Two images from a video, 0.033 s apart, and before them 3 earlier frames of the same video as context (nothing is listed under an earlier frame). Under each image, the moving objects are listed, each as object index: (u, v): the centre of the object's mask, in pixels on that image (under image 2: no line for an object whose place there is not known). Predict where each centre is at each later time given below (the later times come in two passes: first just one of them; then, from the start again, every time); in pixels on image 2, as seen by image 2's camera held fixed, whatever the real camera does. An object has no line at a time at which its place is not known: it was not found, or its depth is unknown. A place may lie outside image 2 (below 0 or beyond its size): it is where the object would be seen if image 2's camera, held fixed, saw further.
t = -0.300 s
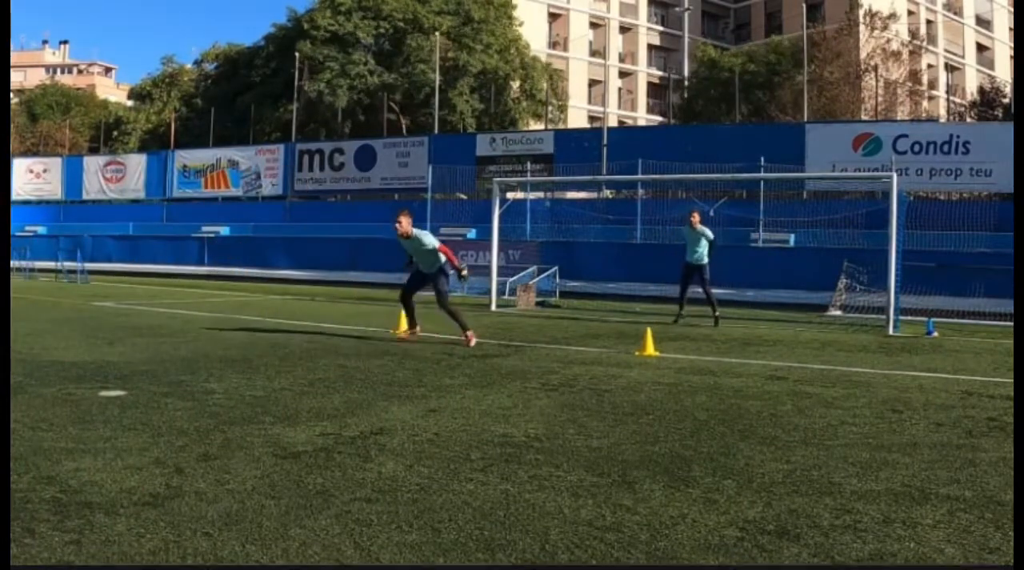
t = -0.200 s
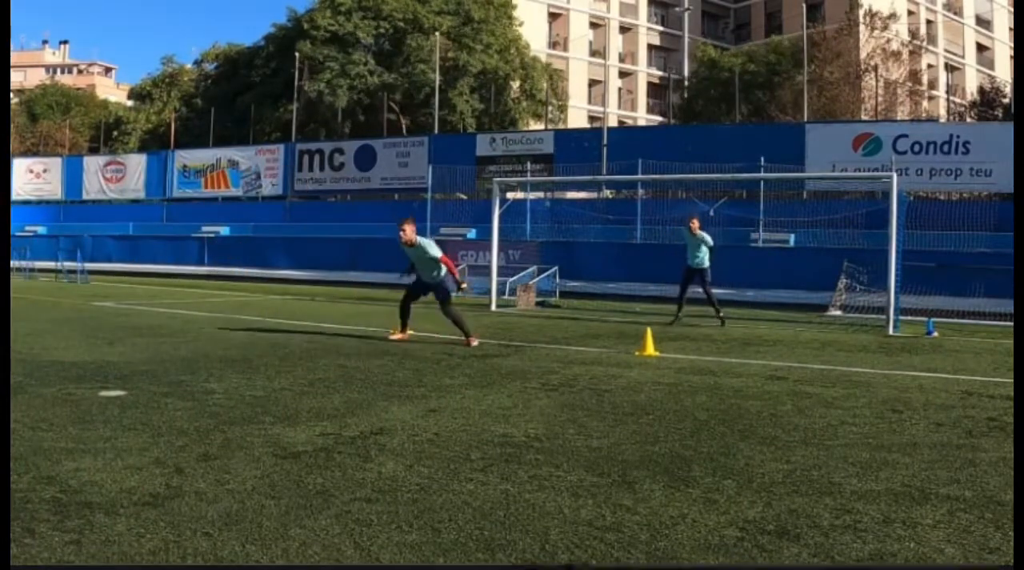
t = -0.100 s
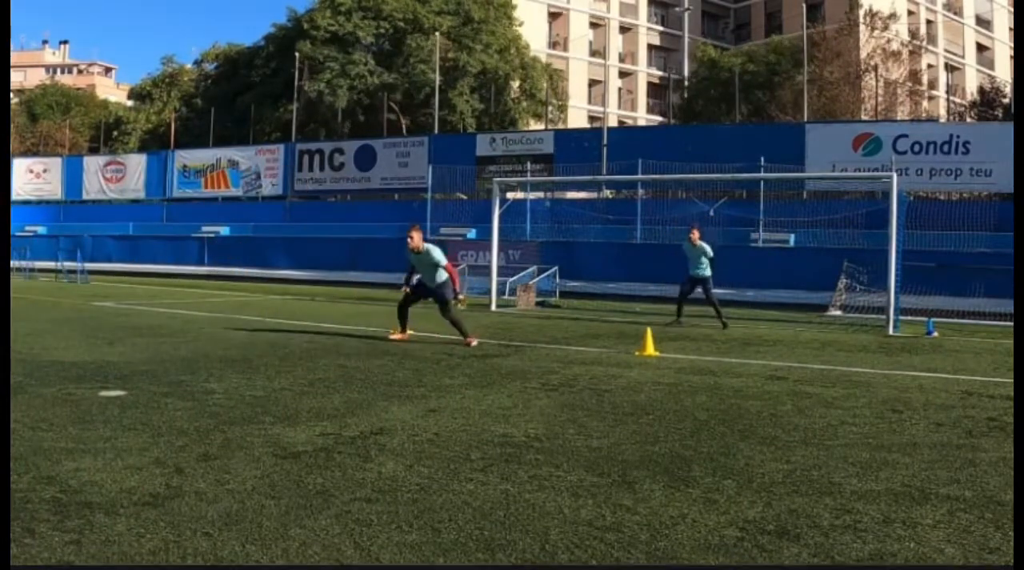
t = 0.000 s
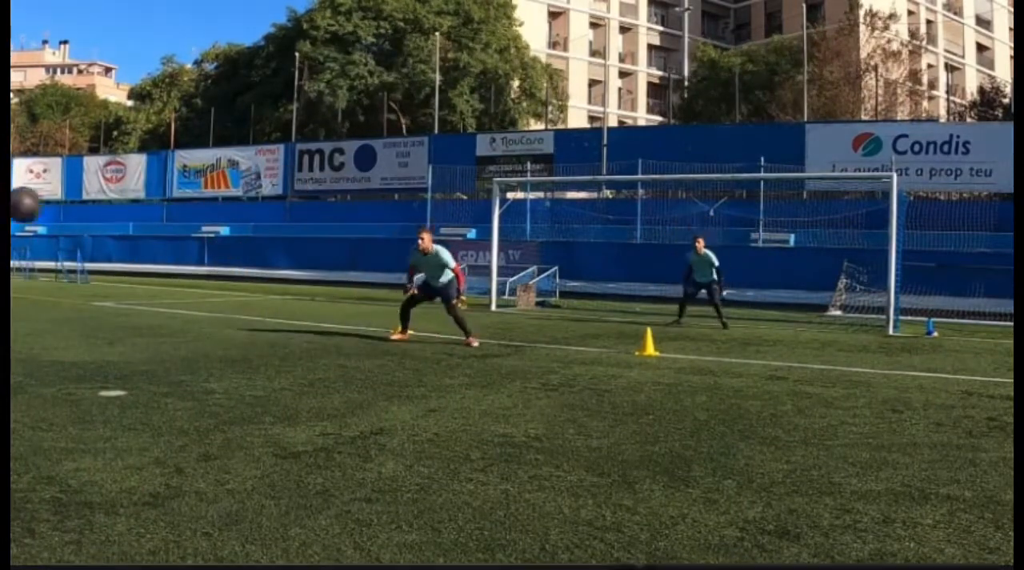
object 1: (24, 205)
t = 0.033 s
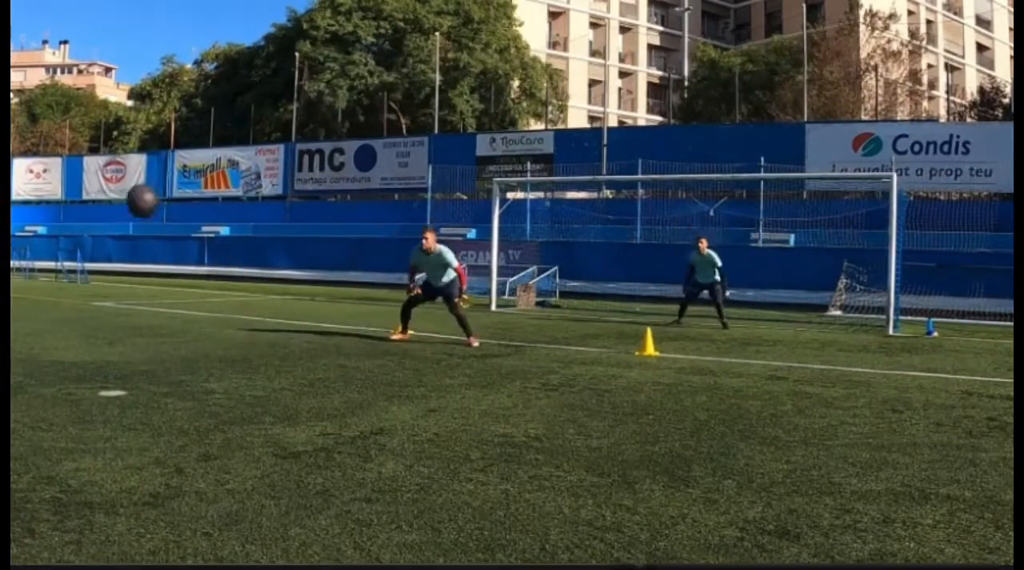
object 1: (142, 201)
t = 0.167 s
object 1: (478, 211)
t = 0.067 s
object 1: (246, 201)
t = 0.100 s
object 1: (337, 202)
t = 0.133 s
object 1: (414, 206)
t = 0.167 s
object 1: (478, 211)
